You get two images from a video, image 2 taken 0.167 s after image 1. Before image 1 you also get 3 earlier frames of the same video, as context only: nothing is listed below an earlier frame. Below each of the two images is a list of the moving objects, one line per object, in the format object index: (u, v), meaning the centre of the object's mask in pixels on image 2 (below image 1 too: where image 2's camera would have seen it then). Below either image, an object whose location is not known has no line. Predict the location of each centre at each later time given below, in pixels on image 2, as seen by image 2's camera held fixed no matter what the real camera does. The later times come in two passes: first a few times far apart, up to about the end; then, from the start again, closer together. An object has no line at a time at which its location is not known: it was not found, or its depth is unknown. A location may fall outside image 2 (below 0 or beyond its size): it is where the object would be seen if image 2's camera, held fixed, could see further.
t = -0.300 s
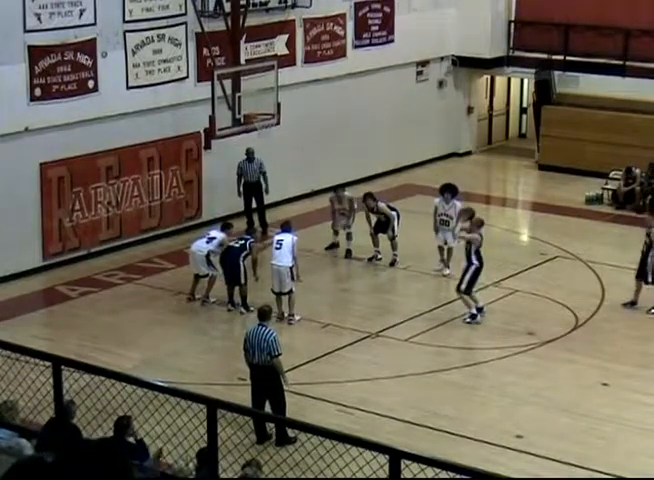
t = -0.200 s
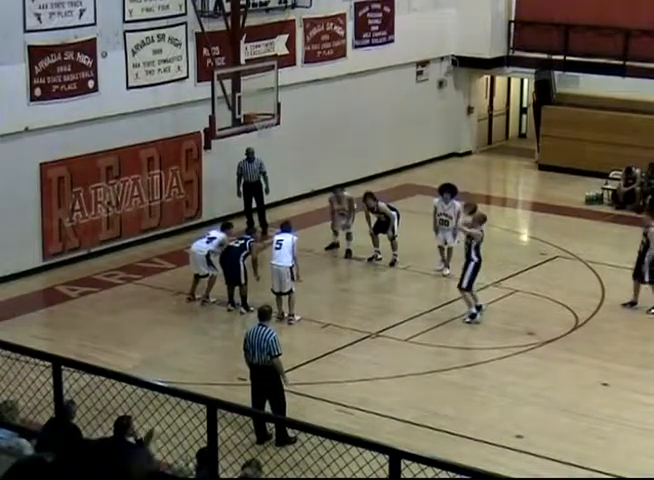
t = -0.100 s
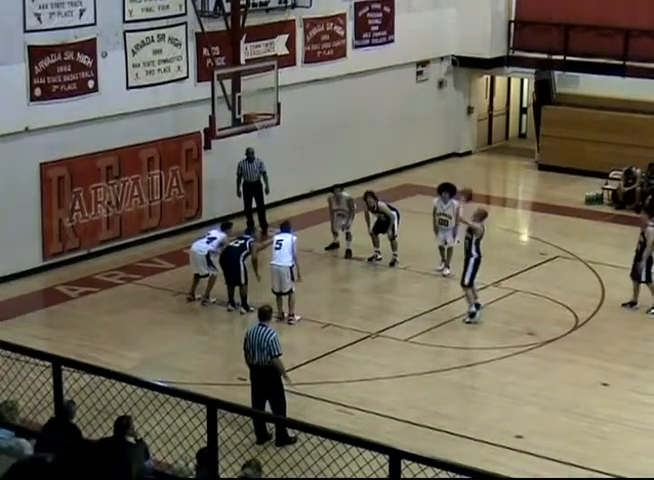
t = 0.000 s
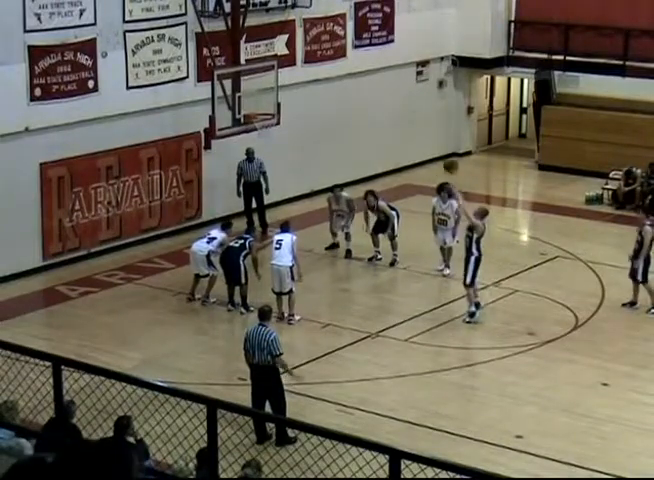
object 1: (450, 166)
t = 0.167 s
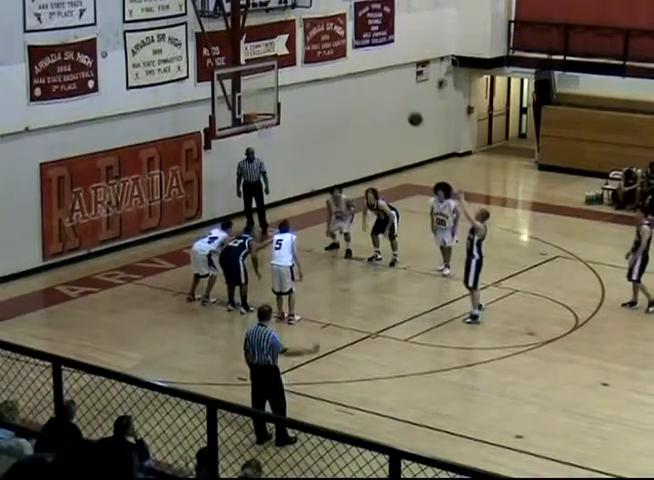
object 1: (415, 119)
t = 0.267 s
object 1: (395, 99)
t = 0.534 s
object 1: (341, 76)
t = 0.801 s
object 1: (291, 92)
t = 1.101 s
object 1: (254, 133)
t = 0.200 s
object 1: (408, 111)
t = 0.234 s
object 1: (401, 104)
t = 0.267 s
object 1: (395, 99)
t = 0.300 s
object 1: (388, 94)
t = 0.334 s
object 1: (381, 89)
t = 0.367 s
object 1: (374, 85)
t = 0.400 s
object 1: (367, 82)
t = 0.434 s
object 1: (361, 80)
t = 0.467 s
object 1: (355, 78)
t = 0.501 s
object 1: (347, 76)
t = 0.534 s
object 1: (341, 76)
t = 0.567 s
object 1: (334, 76)
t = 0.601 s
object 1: (328, 77)
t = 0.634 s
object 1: (322, 77)
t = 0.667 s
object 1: (316, 78)
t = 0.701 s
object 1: (310, 81)
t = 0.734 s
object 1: (303, 84)
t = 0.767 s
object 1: (297, 88)
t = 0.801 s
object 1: (291, 92)
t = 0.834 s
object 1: (286, 96)
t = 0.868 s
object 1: (280, 102)
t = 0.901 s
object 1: (274, 107)
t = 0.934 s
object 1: (269, 112)
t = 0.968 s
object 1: (264, 121)
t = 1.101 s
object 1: (254, 133)
